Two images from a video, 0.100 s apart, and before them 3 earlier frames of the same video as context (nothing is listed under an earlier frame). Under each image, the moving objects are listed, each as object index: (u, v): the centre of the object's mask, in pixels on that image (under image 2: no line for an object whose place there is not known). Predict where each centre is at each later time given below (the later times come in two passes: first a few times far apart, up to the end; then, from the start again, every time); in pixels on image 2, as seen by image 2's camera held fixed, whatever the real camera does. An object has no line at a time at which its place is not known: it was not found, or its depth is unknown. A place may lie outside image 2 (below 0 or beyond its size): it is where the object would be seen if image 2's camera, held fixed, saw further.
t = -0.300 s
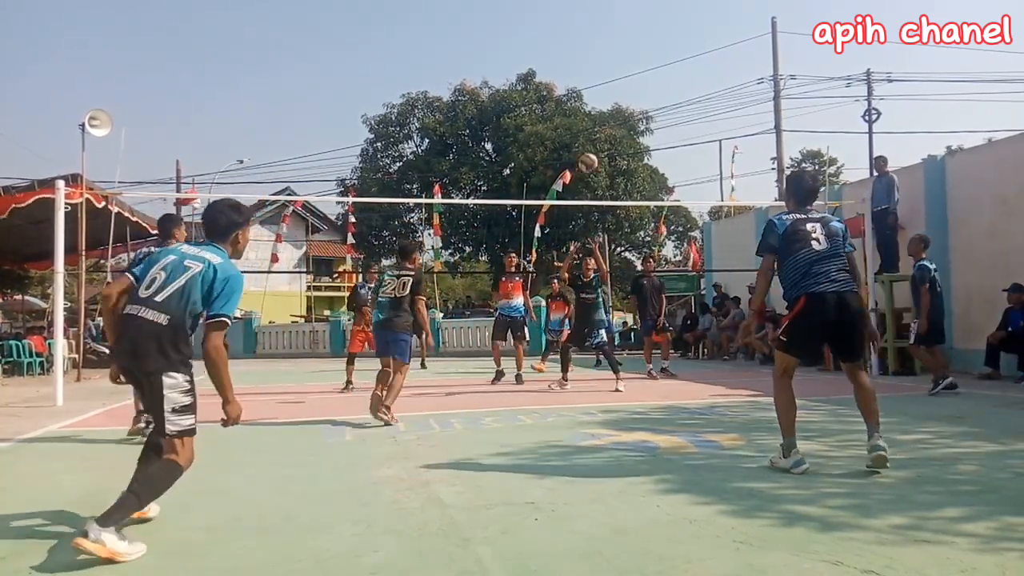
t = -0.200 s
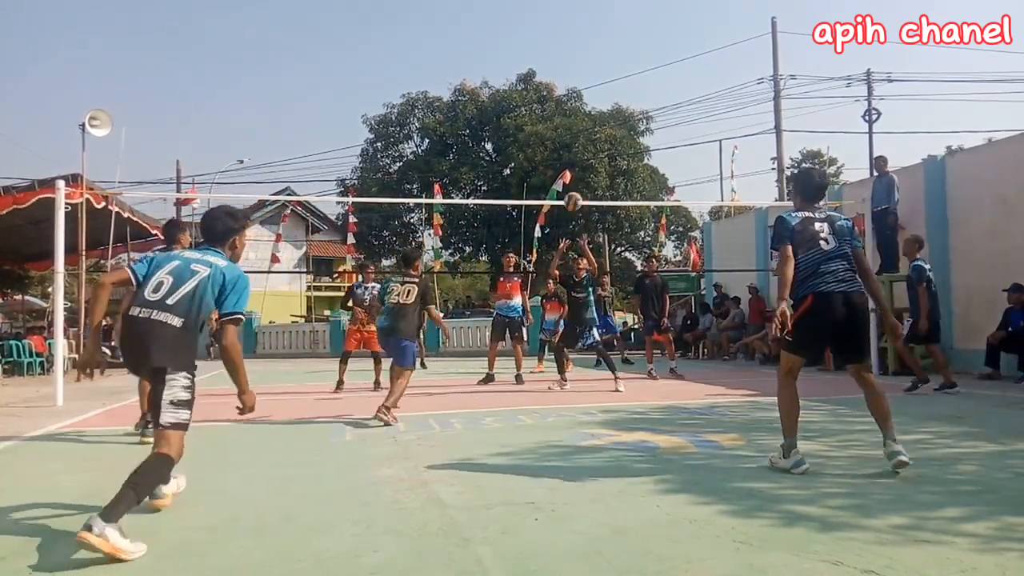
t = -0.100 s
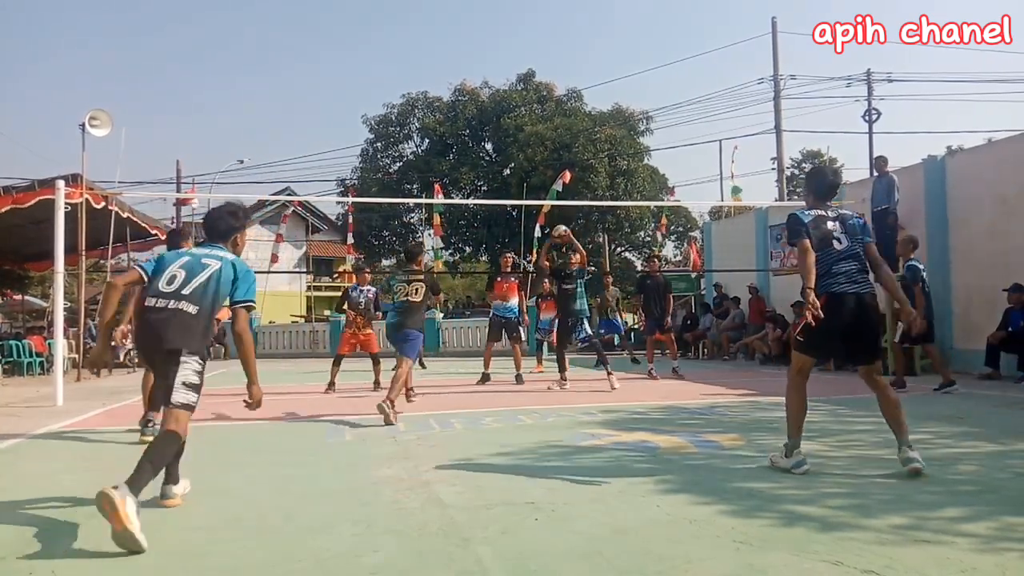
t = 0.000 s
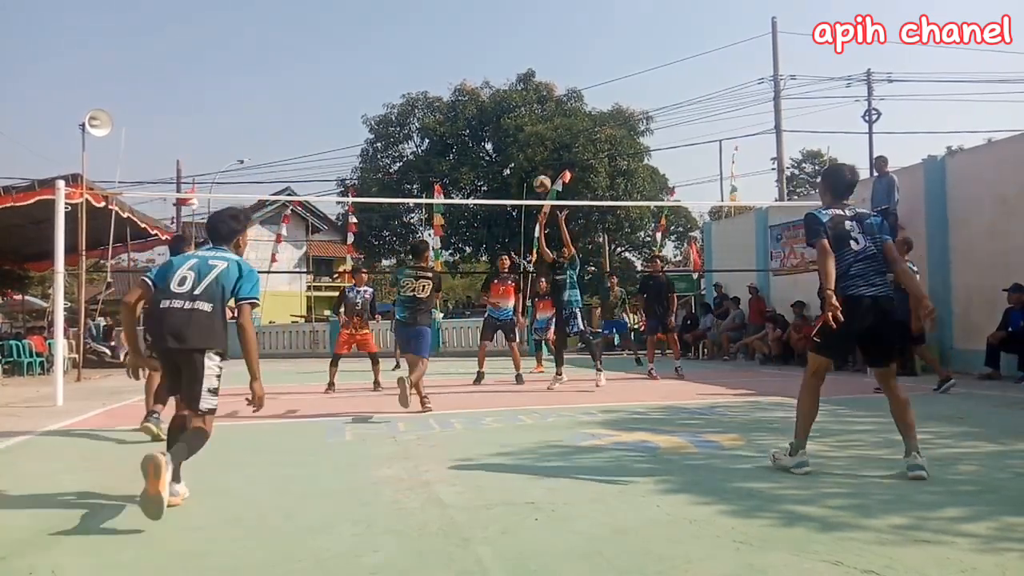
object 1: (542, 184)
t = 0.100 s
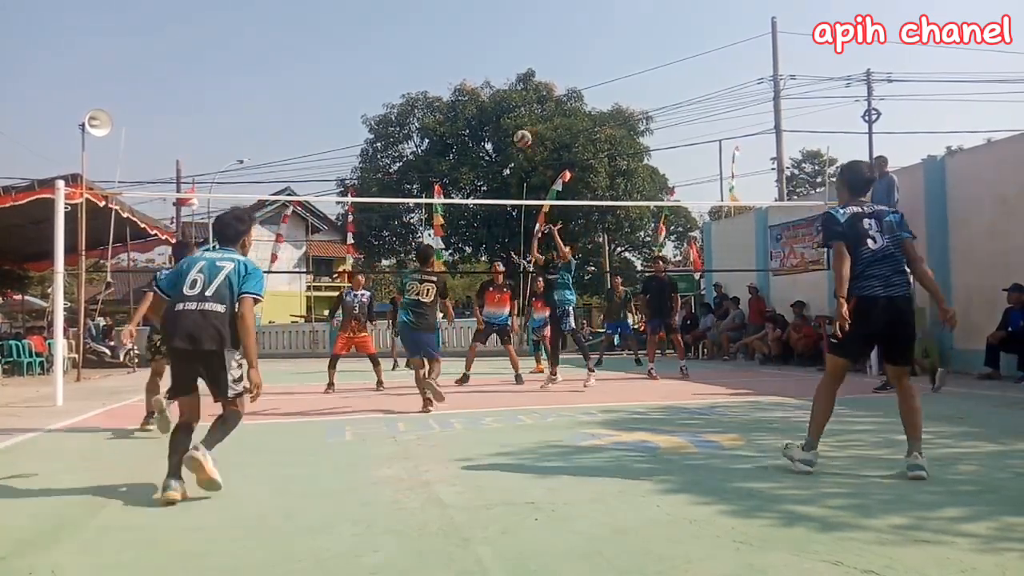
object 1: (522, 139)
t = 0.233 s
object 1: (499, 90)
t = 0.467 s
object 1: (455, 39)
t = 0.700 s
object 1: (414, 28)
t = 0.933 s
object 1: (374, 63)
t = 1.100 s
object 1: (346, 116)
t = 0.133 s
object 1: (516, 125)
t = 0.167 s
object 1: (509, 113)
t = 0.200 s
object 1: (504, 100)
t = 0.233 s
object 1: (499, 90)
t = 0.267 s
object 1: (490, 81)
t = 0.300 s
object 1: (484, 71)
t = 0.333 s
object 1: (478, 63)
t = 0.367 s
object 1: (472, 56)
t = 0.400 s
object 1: (466, 49)
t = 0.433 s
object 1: (461, 43)
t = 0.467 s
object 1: (455, 39)
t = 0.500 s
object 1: (449, 35)
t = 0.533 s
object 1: (443, 32)
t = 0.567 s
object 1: (438, 29)
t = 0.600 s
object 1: (431, 28)
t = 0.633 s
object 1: (425, 28)
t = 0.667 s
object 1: (420, 28)
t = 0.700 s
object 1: (414, 28)
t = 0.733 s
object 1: (408, 32)
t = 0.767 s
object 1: (402, 35)
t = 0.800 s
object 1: (397, 38)
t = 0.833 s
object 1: (391, 43)
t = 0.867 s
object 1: (385, 49)
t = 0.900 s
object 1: (380, 56)
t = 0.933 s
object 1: (374, 63)
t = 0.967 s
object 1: (369, 72)
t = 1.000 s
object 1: (363, 82)
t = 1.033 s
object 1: (357, 92)
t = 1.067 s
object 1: (352, 103)
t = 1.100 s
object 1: (346, 116)
